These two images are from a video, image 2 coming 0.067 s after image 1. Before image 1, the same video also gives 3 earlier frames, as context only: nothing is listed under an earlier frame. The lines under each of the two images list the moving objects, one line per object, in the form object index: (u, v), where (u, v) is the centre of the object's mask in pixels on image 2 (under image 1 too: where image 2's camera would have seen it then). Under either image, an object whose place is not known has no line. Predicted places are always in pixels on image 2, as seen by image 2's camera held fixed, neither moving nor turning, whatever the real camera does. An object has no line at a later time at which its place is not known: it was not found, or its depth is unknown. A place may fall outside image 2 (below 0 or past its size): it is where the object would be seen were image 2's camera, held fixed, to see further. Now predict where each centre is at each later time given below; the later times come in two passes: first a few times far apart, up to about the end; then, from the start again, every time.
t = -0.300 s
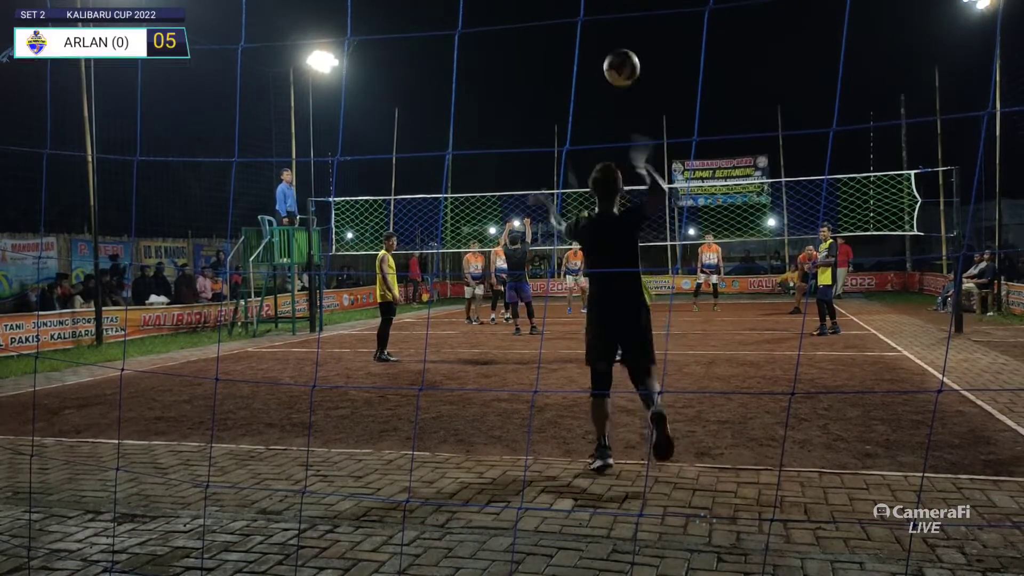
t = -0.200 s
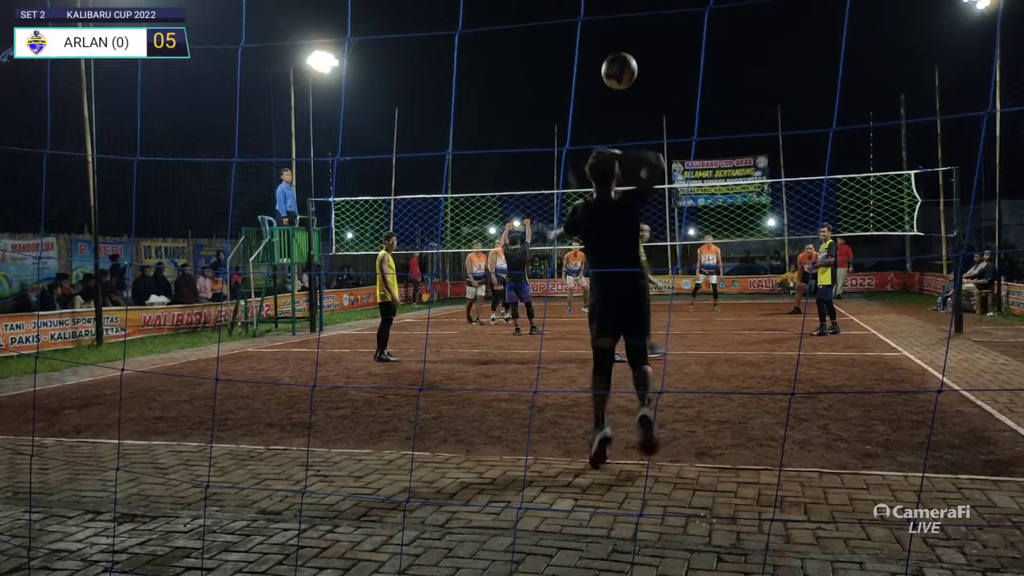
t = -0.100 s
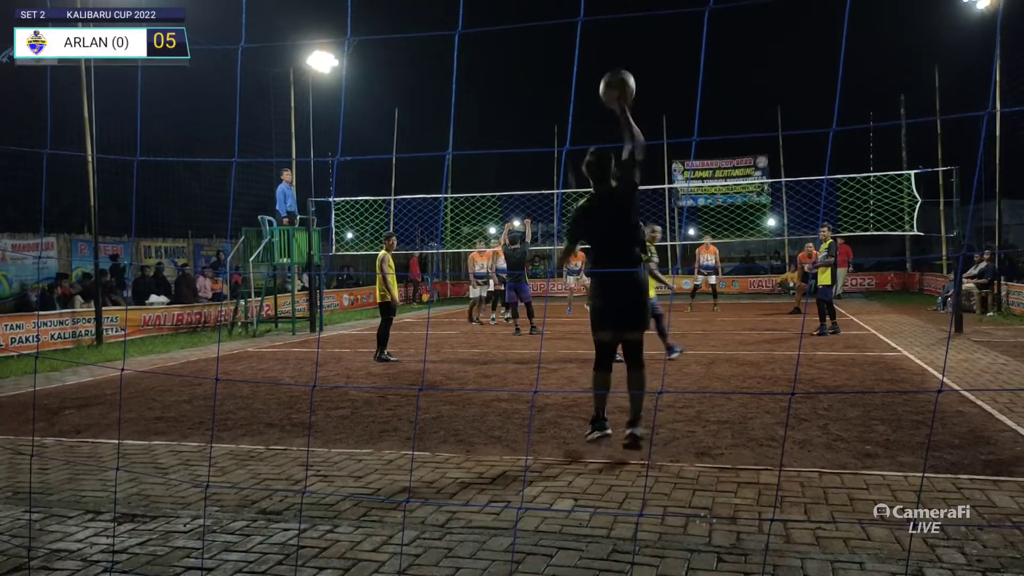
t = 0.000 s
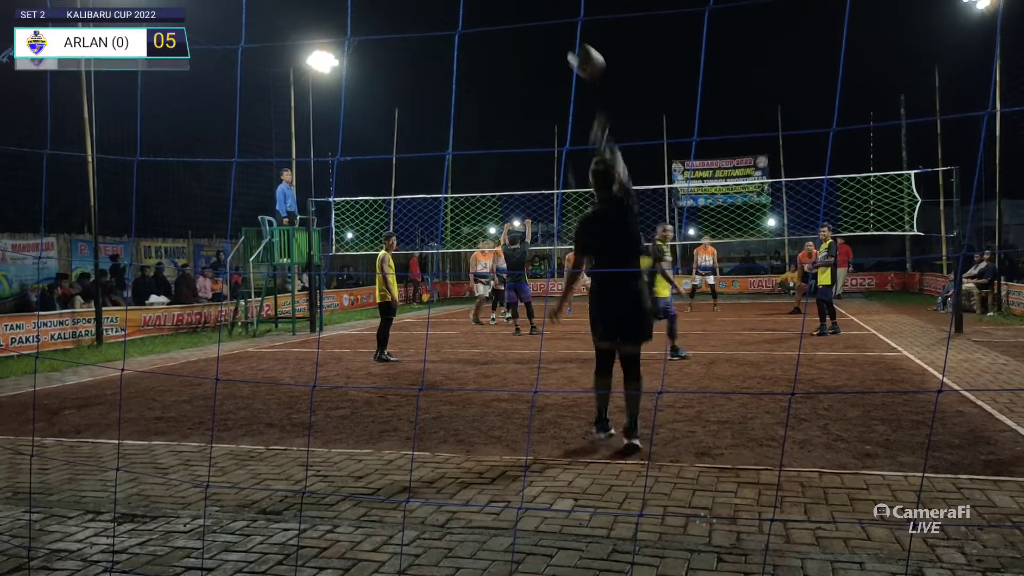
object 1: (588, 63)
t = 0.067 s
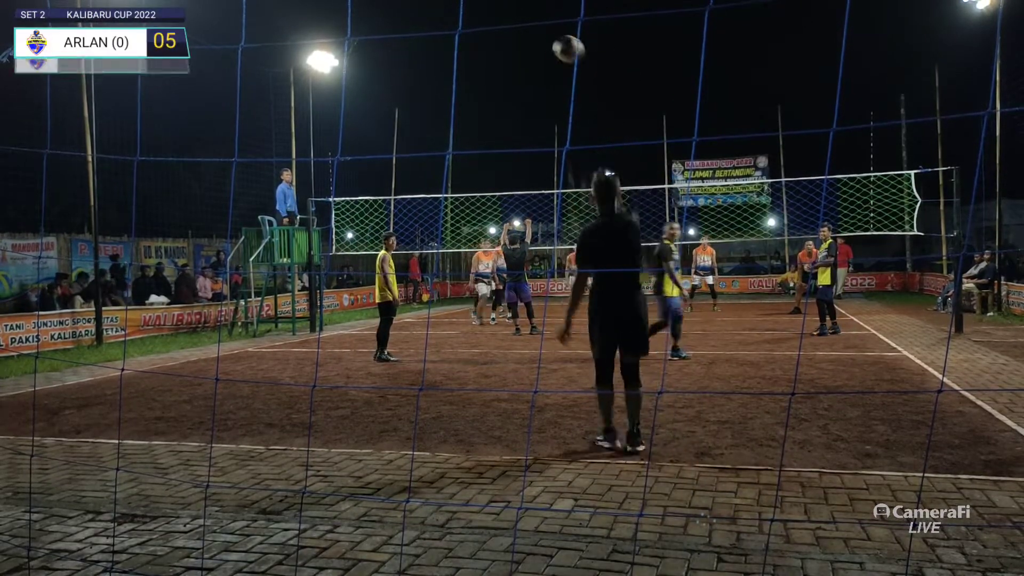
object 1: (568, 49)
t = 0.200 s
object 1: (543, 45)
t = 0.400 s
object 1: (518, 68)
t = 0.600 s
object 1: (507, 104)
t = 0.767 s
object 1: (505, 143)
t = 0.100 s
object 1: (561, 46)
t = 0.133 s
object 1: (555, 45)
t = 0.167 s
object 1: (548, 45)
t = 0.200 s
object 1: (543, 45)
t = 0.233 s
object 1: (538, 47)
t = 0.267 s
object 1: (533, 50)
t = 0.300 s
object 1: (529, 54)
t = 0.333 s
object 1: (525, 58)
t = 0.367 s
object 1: (521, 63)
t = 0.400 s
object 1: (518, 68)
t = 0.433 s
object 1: (515, 73)
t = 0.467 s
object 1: (512, 79)
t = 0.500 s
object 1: (510, 85)
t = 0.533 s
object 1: (509, 91)
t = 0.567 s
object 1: (507, 97)
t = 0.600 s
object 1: (507, 104)
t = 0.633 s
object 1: (506, 111)
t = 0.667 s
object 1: (505, 119)
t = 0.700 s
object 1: (505, 126)
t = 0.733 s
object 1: (505, 135)
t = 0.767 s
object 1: (505, 143)
